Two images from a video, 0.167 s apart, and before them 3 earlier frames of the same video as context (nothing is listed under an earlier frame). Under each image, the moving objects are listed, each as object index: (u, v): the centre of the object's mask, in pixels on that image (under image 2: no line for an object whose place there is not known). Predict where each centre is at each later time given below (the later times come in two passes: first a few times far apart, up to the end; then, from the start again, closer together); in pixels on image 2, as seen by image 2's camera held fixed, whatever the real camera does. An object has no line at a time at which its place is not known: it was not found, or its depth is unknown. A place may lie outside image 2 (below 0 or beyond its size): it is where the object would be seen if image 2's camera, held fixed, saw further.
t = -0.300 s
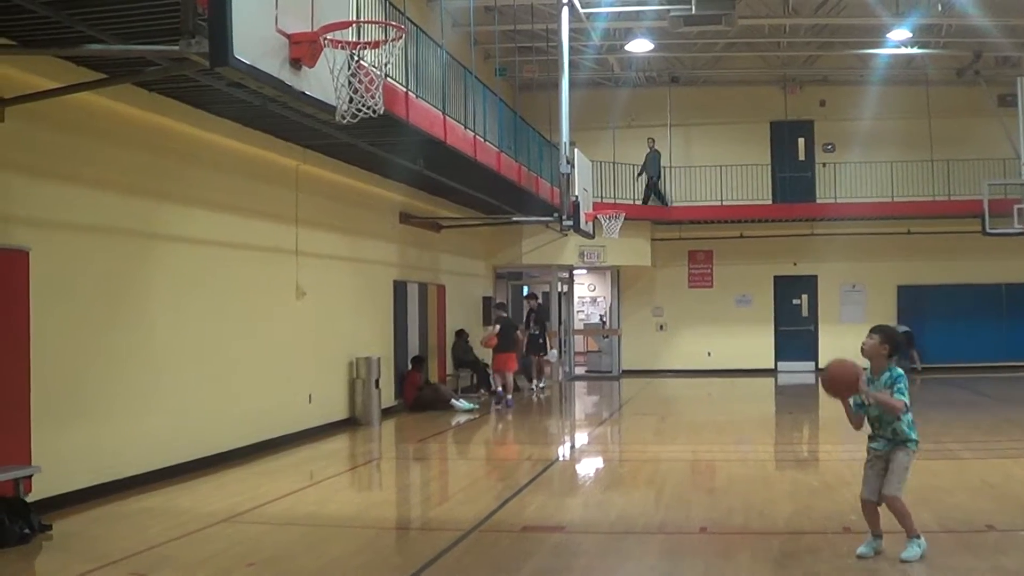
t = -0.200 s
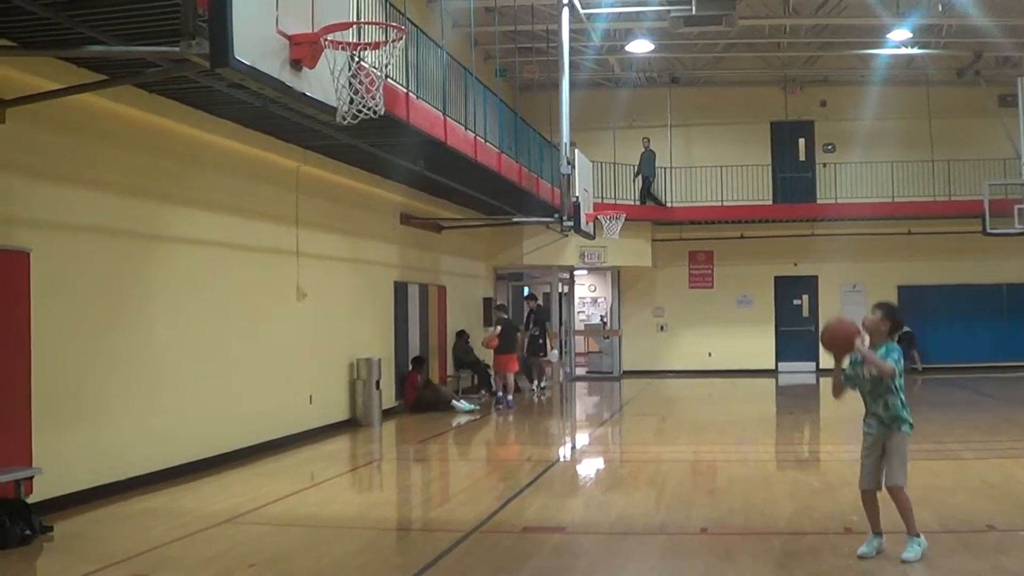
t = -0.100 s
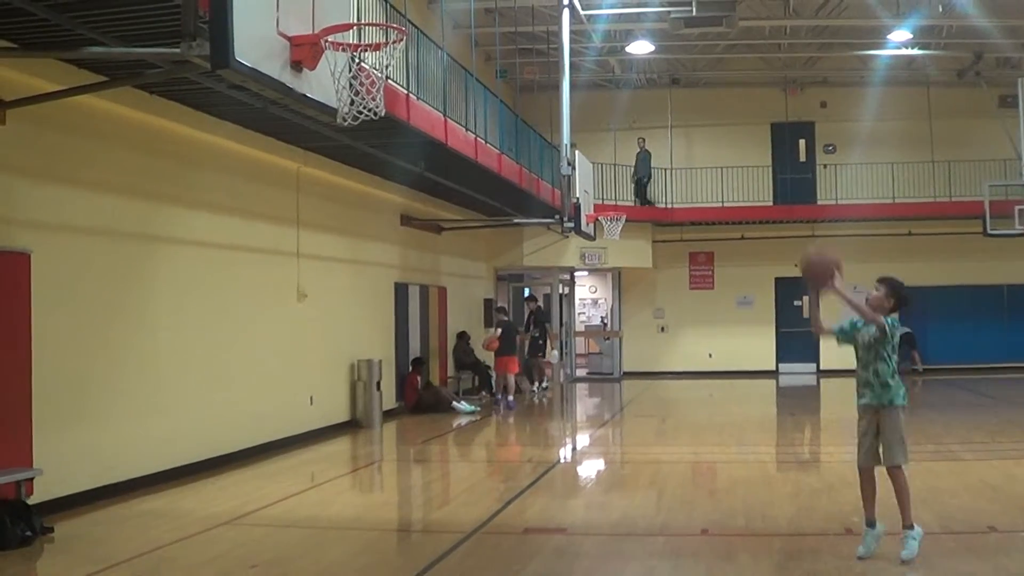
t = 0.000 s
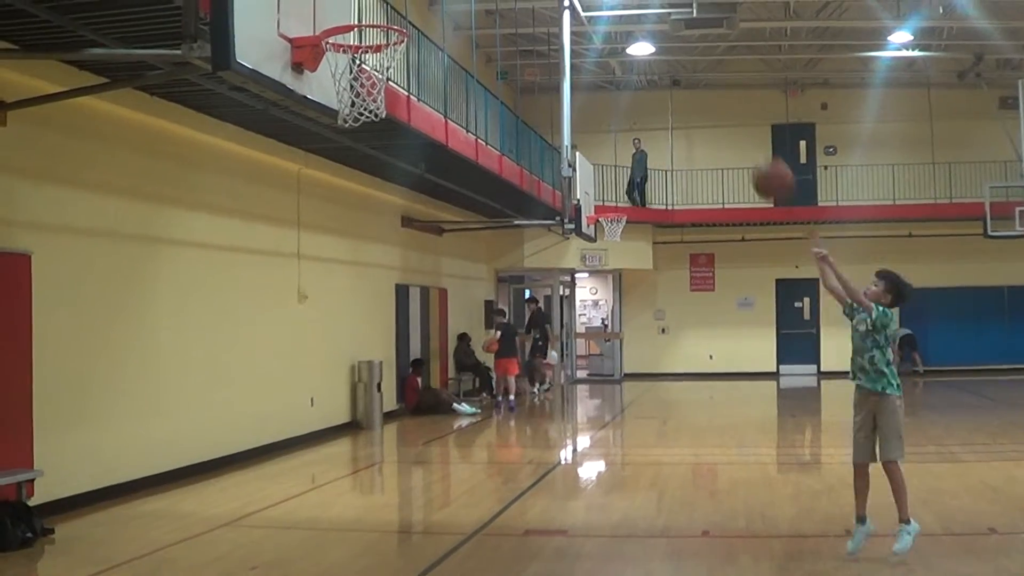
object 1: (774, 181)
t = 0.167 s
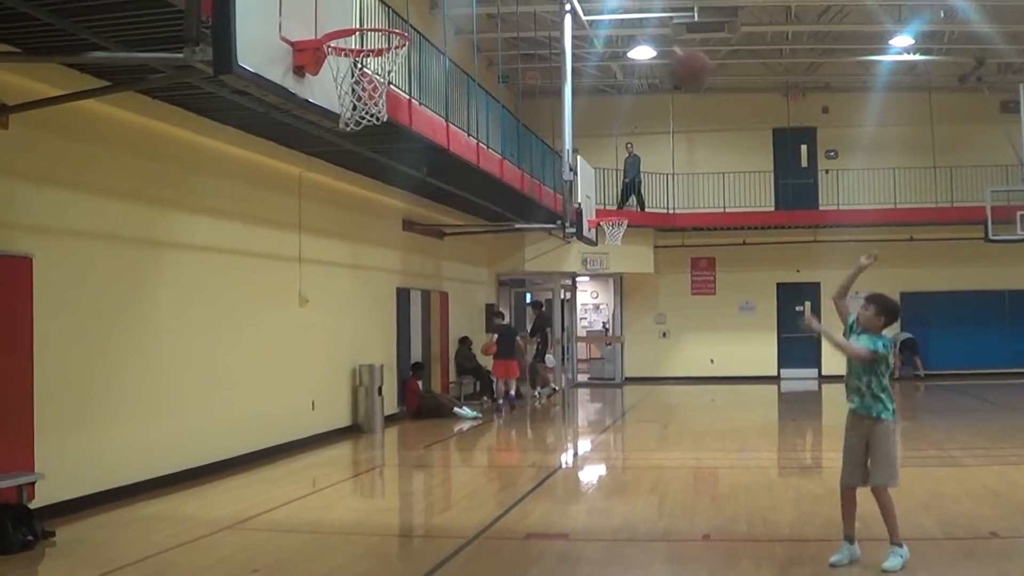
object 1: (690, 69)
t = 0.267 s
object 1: (636, 21)
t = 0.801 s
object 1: (356, 51)
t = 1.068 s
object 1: (317, 127)
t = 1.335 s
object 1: (303, 305)
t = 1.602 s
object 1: (294, 547)
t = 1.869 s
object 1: (327, 338)
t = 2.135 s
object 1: (361, 252)
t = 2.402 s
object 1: (395, 288)
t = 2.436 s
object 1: (400, 300)
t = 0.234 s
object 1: (655, 34)
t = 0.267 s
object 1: (636, 21)
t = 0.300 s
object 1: (618, 11)
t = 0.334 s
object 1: (601, 6)
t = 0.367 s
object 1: (586, 2)
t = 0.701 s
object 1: (413, 5)
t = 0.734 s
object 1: (391, 14)
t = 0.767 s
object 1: (373, 31)
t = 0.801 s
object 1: (356, 51)
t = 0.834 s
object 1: (339, 64)
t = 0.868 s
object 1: (329, 73)
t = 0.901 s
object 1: (325, 78)
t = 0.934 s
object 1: (324, 88)
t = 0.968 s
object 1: (322, 91)
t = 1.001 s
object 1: (321, 102)
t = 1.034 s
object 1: (319, 114)
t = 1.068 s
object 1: (317, 127)
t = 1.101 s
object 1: (316, 142)
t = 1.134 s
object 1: (313, 159)
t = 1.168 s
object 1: (311, 179)
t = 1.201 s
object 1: (309, 200)
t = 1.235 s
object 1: (307, 224)
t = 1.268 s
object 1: (305, 249)
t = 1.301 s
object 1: (304, 277)
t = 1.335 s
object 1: (303, 305)
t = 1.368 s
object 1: (301, 336)
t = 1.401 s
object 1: (299, 371)
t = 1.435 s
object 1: (298, 406)
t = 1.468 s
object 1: (297, 444)
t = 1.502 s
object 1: (295, 485)
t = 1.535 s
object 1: (294, 525)
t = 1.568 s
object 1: (291, 556)
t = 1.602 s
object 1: (294, 547)
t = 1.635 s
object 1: (299, 517)
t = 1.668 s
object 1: (302, 485)
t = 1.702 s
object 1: (306, 456)
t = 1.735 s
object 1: (310, 429)
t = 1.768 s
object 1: (314, 403)
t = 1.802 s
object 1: (318, 379)
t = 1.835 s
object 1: (323, 358)
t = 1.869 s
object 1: (327, 338)
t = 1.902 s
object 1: (331, 320)
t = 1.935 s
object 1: (335, 305)
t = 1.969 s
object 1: (340, 291)
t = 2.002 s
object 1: (343, 280)
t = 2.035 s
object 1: (348, 270)
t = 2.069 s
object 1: (352, 262)
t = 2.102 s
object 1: (357, 256)
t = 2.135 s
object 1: (361, 252)
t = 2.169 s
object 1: (365, 250)
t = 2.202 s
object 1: (370, 249)
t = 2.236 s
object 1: (374, 251)
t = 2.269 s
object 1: (378, 255)
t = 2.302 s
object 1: (382, 260)
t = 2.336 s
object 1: (387, 268)
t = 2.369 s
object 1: (391, 277)
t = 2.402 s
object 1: (395, 288)
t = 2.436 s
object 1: (400, 300)
